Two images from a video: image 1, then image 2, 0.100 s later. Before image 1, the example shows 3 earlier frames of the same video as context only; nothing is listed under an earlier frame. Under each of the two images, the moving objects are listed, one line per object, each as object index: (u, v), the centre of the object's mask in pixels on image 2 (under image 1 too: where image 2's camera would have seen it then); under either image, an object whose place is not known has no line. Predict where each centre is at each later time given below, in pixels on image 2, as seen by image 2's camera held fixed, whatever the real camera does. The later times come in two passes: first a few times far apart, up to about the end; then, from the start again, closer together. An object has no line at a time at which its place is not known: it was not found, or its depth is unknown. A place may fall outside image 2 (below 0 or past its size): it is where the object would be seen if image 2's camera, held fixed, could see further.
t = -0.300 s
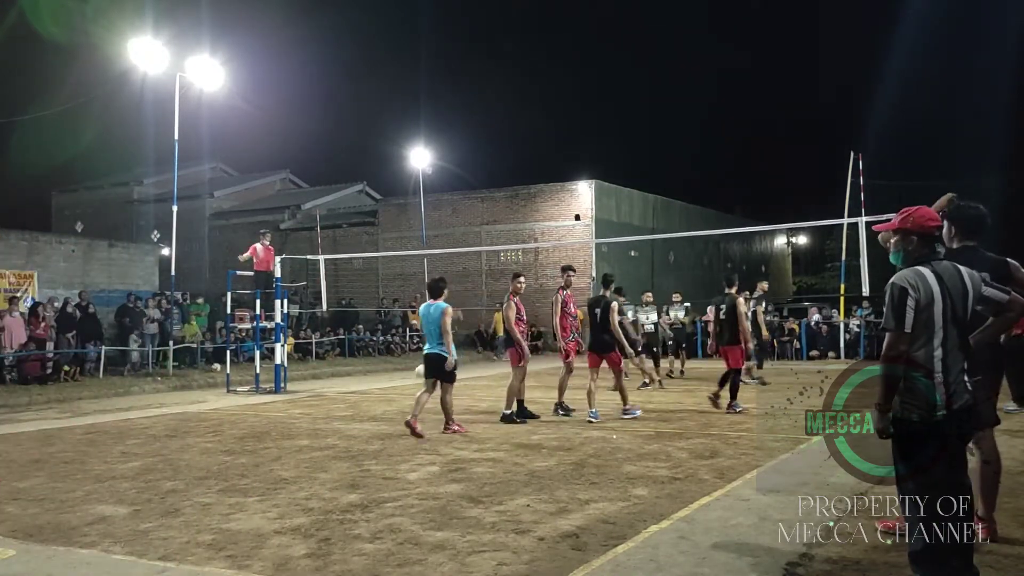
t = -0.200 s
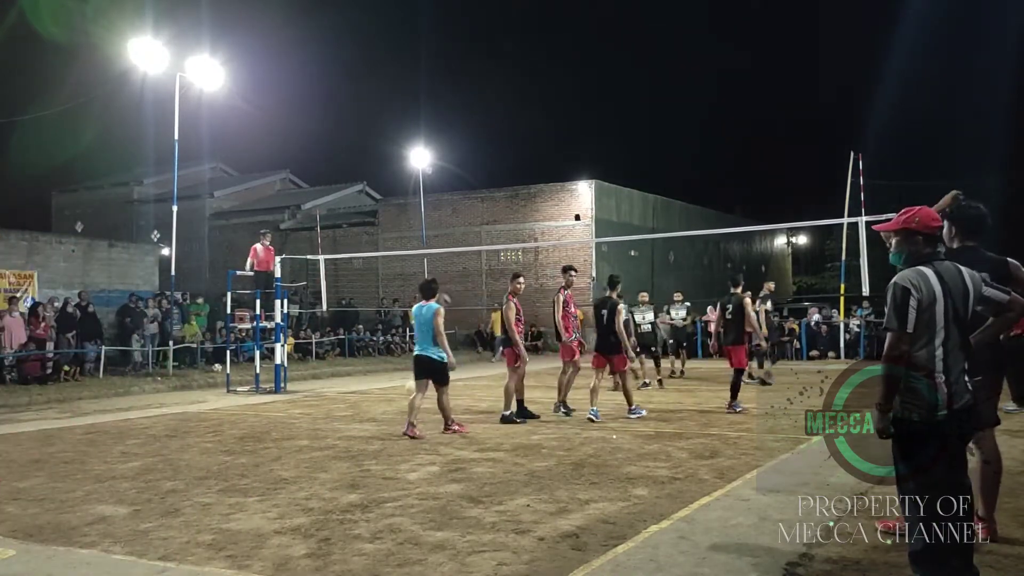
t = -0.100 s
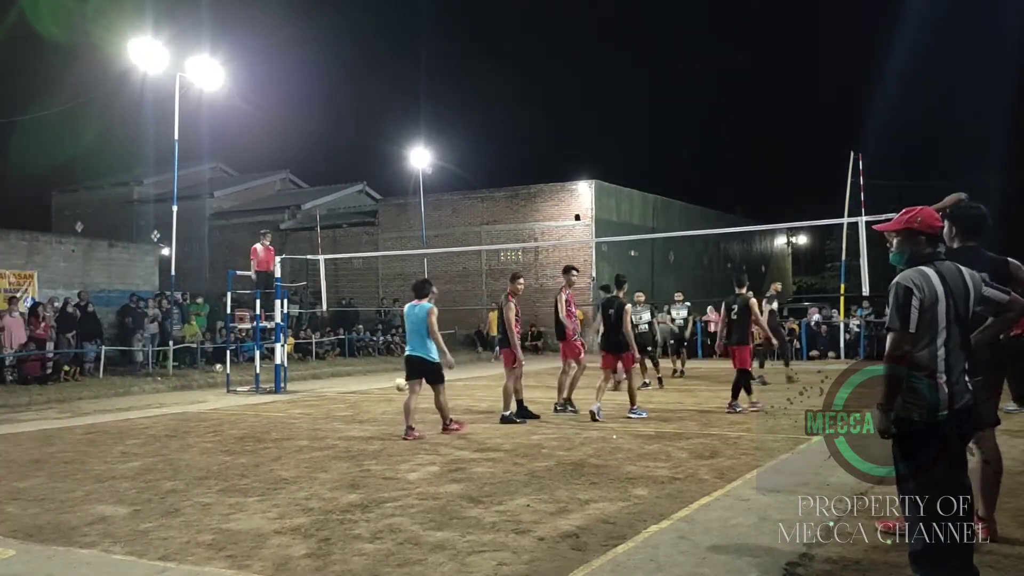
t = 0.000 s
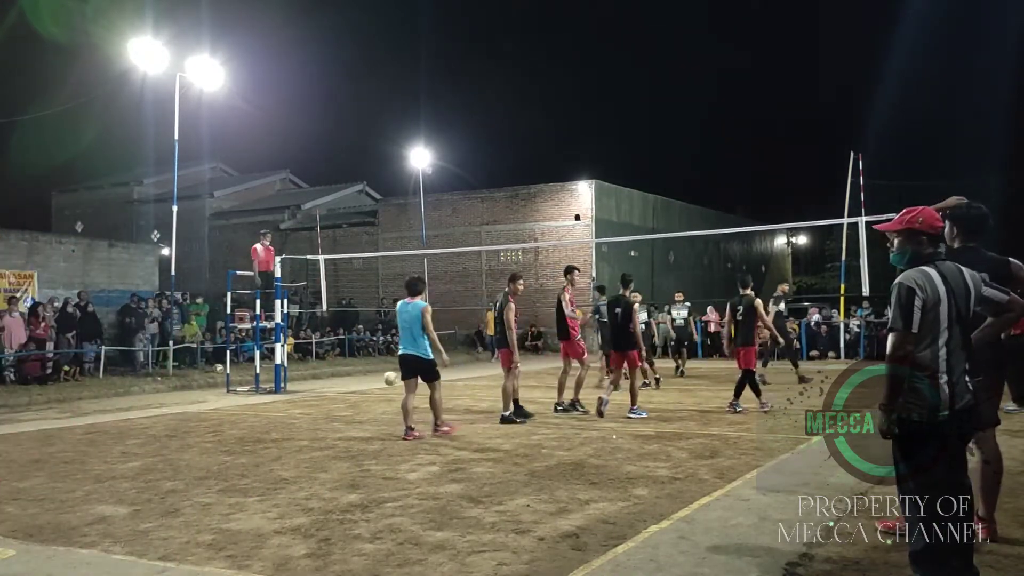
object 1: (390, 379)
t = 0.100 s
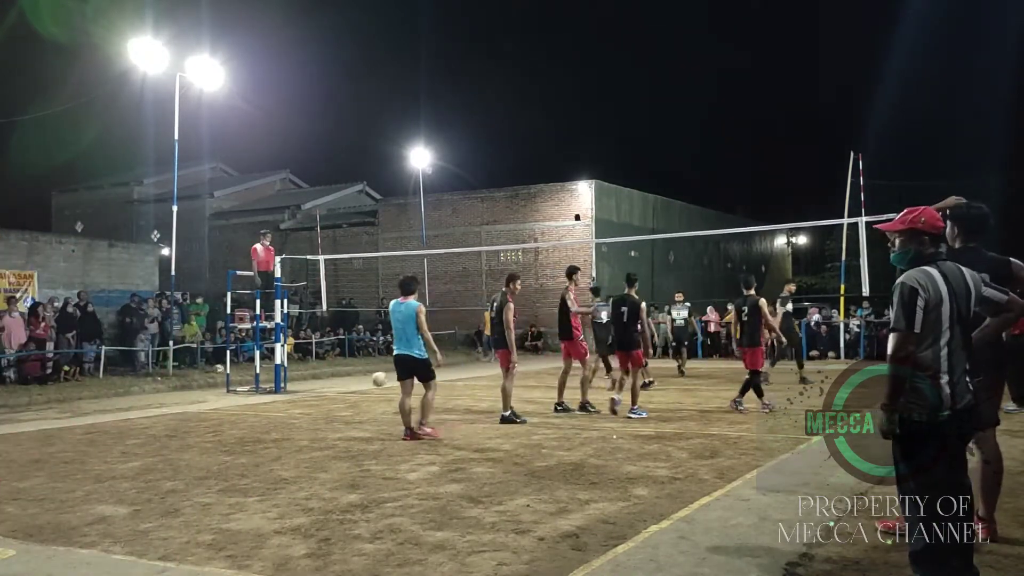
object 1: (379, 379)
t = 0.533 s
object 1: (318, 399)
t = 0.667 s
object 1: (295, 408)
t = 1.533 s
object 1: (15, 501)
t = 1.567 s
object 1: (7, 512)
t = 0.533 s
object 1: (318, 399)
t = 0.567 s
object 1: (313, 400)
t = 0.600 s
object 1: (307, 401)
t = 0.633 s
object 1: (301, 404)
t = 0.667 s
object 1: (295, 408)
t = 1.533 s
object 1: (15, 501)
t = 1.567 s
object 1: (7, 512)
